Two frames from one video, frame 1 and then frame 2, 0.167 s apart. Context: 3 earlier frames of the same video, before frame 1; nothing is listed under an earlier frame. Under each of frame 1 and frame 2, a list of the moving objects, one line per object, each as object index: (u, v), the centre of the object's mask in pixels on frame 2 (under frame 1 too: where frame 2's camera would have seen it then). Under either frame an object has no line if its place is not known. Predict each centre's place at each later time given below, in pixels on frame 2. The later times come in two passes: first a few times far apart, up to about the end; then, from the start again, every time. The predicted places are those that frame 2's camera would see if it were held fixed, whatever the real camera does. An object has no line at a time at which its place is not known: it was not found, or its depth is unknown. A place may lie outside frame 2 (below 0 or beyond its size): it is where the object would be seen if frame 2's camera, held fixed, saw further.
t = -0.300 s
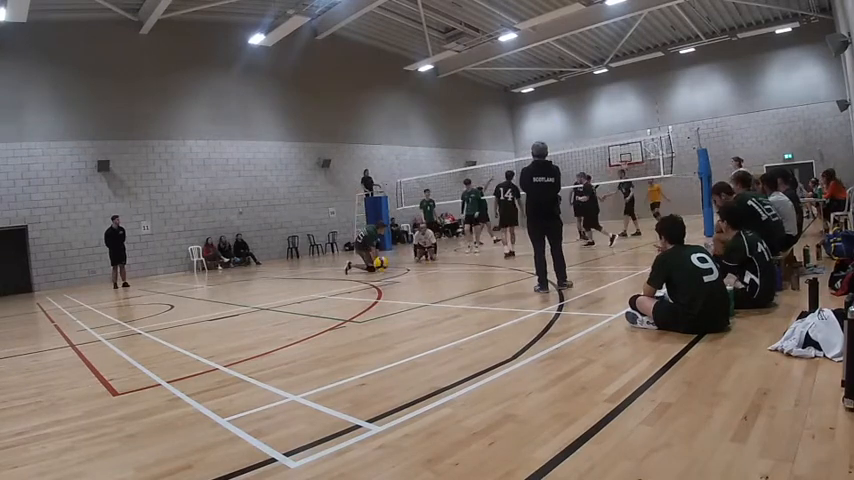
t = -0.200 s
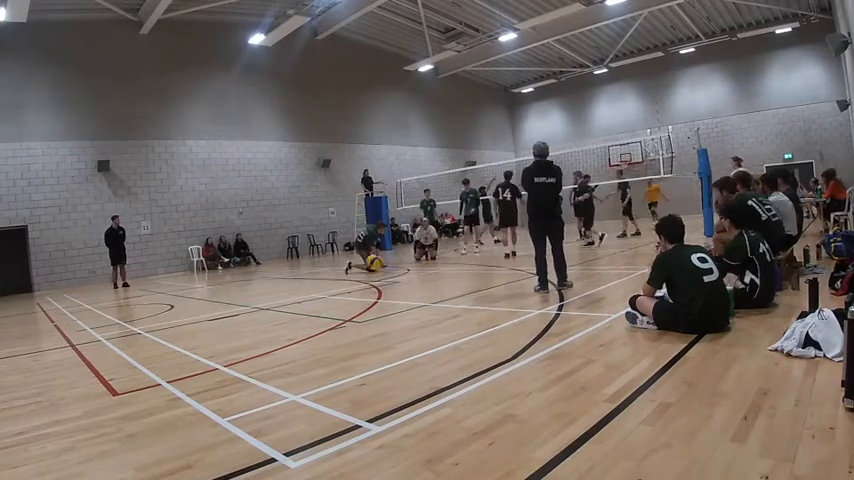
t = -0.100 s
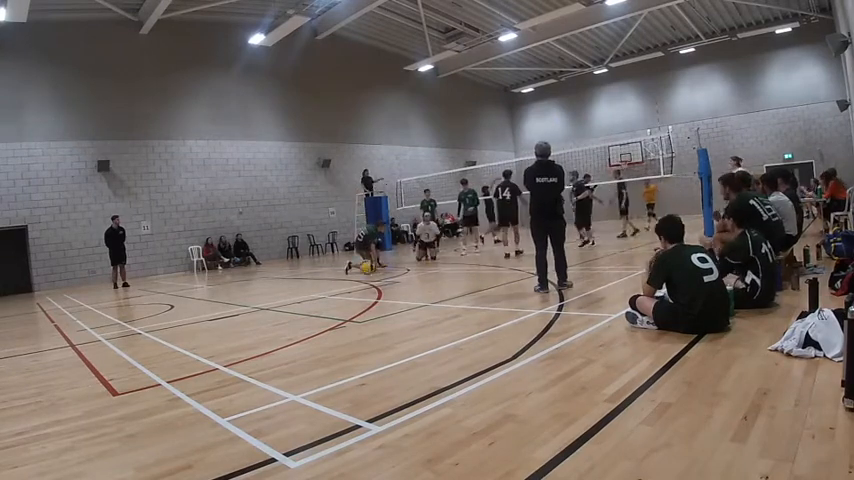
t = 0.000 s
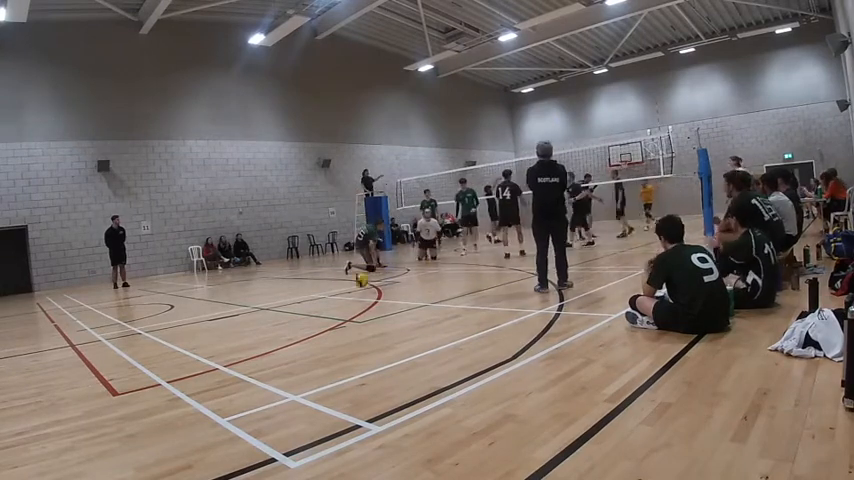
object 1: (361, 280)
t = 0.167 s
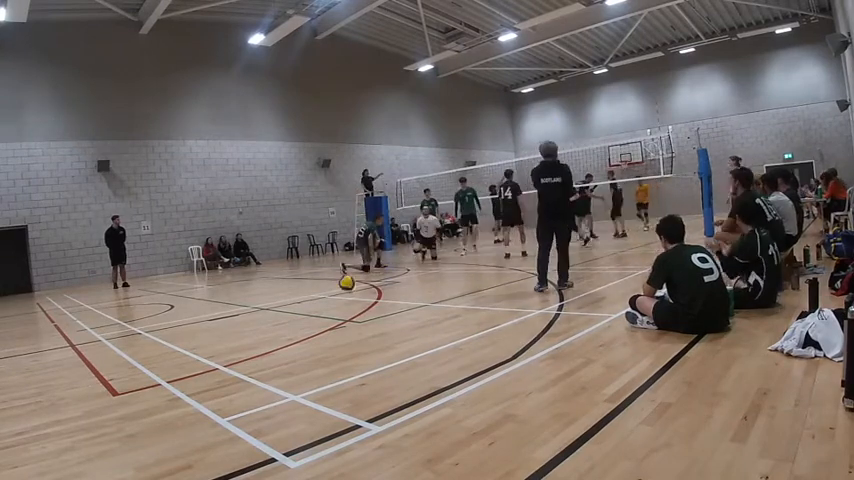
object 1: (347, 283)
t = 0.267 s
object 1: (337, 279)
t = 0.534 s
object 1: (314, 306)
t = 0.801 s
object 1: (282, 308)
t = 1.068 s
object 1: (246, 320)
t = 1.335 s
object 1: (204, 338)
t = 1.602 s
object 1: (154, 361)
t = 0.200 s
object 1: (343, 282)
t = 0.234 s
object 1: (341, 280)
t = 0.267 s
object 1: (337, 279)
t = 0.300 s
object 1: (334, 280)
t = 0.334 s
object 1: (331, 282)
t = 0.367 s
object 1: (328, 284)
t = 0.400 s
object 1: (325, 286)
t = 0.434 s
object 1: (322, 290)
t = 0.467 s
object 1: (319, 296)
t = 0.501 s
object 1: (317, 303)
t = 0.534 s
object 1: (314, 306)
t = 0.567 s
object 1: (310, 303)
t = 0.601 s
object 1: (306, 300)
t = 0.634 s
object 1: (302, 299)
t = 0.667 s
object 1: (297, 299)
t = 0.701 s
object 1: (293, 299)
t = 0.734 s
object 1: (290, 301)
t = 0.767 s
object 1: (286, 303)
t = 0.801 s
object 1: (282, 308)
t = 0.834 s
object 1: (279, 312)
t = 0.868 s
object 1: (275, 318)
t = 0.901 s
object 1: (271, 321)
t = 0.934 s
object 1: (266, 319)
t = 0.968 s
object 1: (261, 317)
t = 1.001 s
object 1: (256, 317)
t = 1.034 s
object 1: (251, 318)
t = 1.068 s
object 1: (246, 320)
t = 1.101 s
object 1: (242, 324)
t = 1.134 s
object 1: (237, 329)
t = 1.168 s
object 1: (233, 334)
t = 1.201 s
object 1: (227, 335)
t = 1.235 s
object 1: (221, 334)
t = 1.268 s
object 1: (215, 334)
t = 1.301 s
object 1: (210, 336)
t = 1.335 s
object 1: (204, 338)
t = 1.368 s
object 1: (198, 342)
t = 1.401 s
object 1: (192, 347)
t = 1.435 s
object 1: (187, 350)
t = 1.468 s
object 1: (180, 348)
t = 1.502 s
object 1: (173, 349)
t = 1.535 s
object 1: (166, 351)
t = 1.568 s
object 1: (159, 355)
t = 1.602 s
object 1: (154, 361)
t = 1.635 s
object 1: (146, 363)
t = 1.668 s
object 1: (139, 362)
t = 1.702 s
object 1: (131, 363)
